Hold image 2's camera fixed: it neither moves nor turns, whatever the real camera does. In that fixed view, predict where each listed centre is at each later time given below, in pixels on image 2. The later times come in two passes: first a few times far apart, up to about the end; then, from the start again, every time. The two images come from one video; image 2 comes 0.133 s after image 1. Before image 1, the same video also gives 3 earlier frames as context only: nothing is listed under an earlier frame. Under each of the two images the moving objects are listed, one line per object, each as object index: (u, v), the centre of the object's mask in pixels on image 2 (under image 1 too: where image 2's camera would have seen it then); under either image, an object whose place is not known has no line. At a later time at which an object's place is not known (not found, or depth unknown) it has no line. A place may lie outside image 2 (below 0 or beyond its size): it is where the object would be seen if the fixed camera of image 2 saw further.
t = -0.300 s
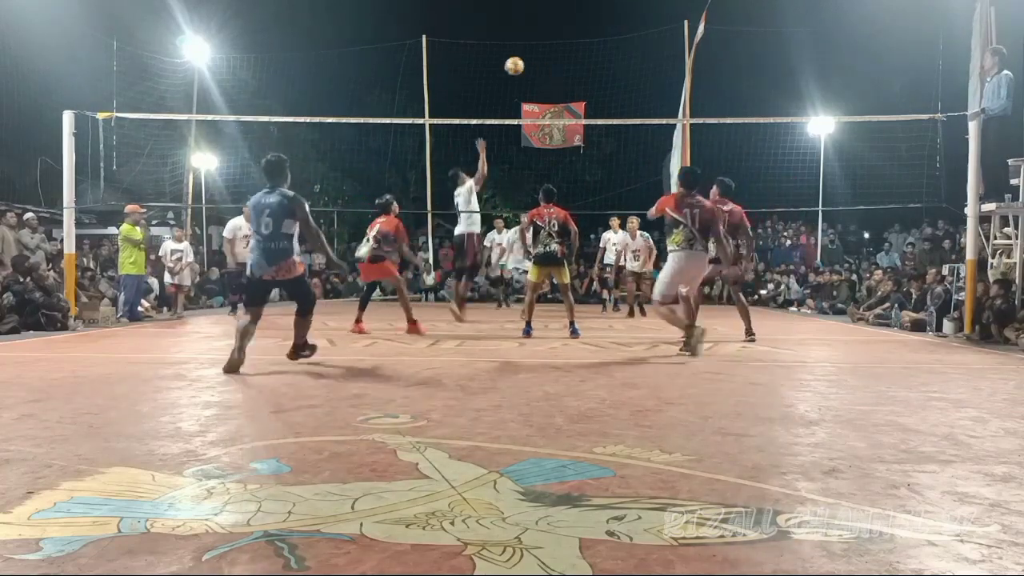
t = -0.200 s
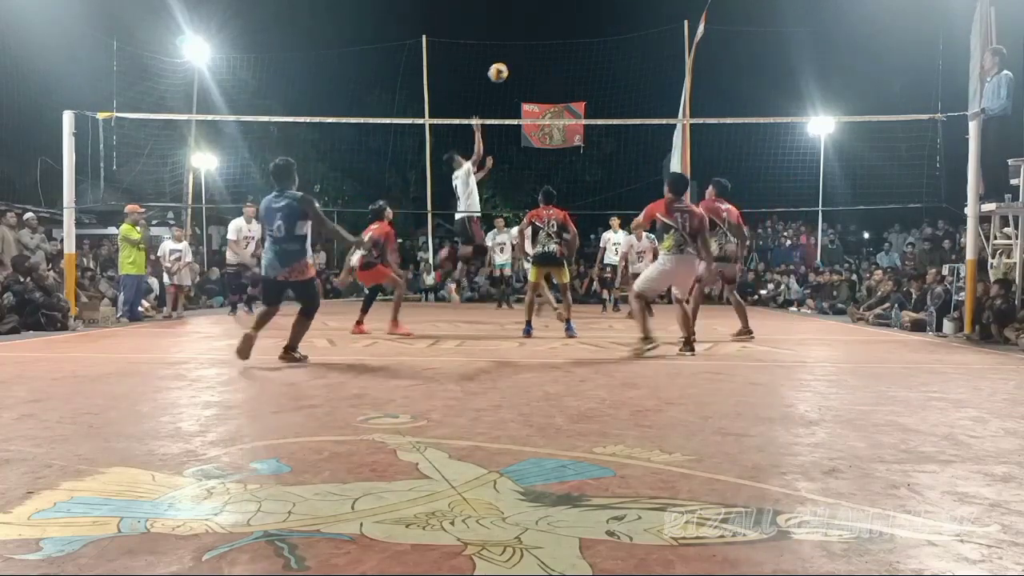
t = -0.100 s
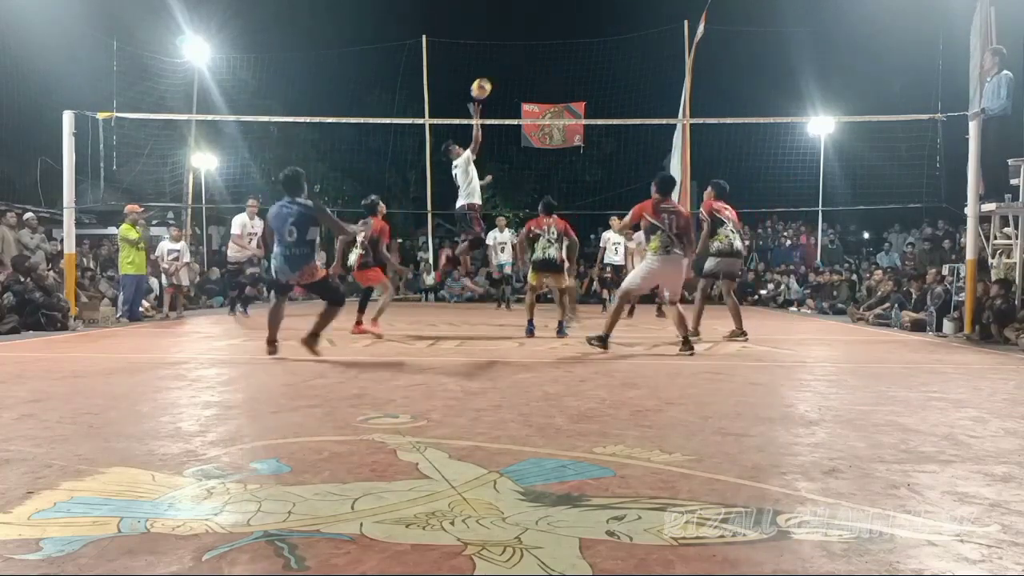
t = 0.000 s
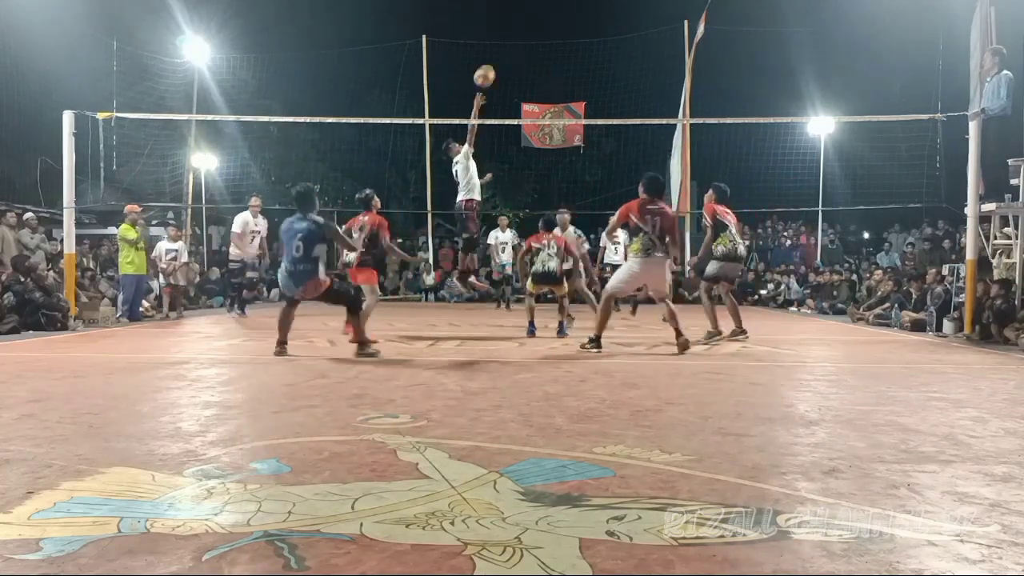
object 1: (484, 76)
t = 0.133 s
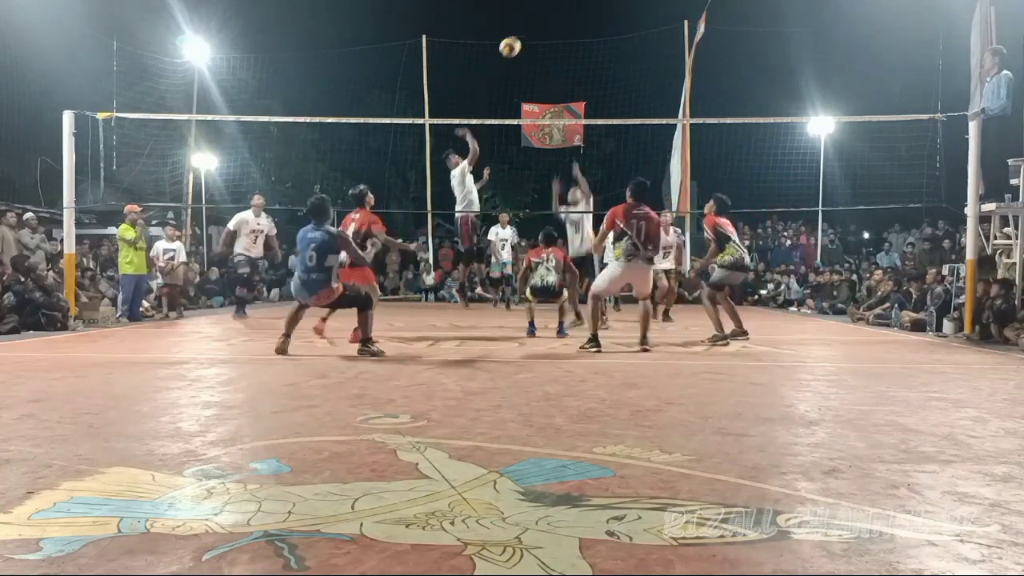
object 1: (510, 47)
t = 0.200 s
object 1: (523, 38)
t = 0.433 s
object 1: (568, 39)
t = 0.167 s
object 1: (516, 42)
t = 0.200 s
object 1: (523, 38)
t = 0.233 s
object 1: (529, 35)
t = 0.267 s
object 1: (536, 33)
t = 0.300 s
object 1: (542, 32)
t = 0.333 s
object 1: (548, 33)
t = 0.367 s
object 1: (555, 34)
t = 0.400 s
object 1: (561, 36)
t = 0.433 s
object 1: (568, 39)
